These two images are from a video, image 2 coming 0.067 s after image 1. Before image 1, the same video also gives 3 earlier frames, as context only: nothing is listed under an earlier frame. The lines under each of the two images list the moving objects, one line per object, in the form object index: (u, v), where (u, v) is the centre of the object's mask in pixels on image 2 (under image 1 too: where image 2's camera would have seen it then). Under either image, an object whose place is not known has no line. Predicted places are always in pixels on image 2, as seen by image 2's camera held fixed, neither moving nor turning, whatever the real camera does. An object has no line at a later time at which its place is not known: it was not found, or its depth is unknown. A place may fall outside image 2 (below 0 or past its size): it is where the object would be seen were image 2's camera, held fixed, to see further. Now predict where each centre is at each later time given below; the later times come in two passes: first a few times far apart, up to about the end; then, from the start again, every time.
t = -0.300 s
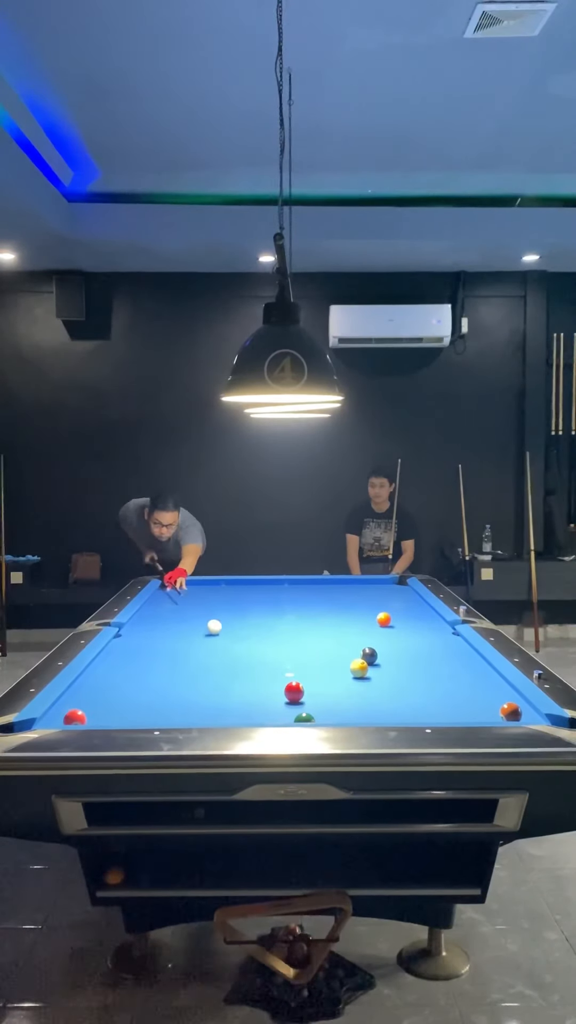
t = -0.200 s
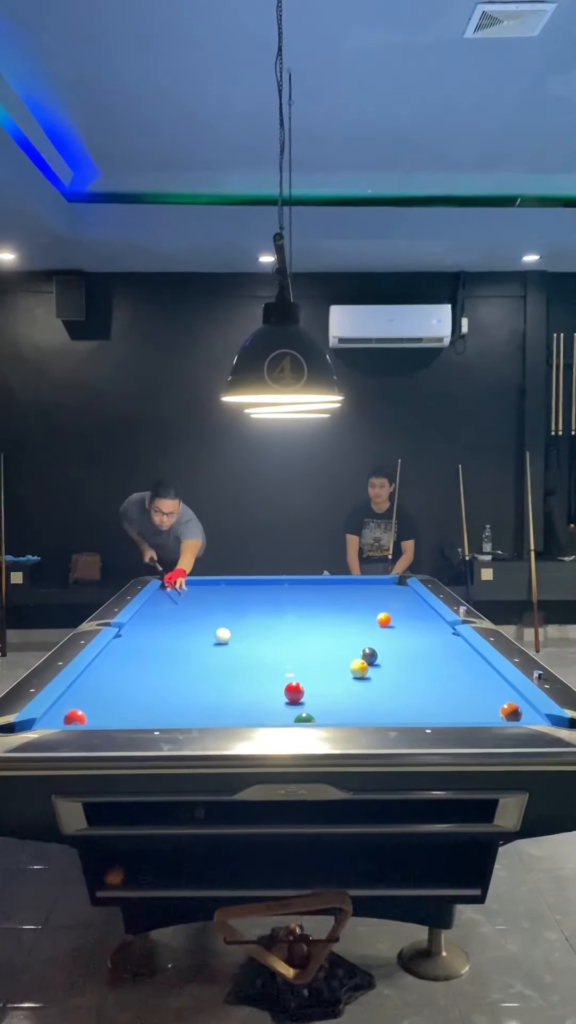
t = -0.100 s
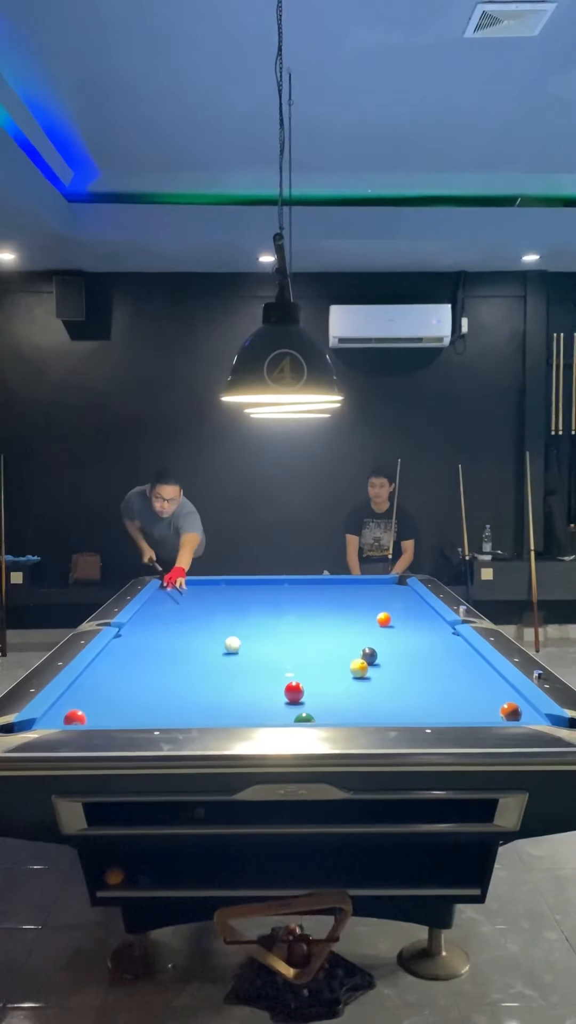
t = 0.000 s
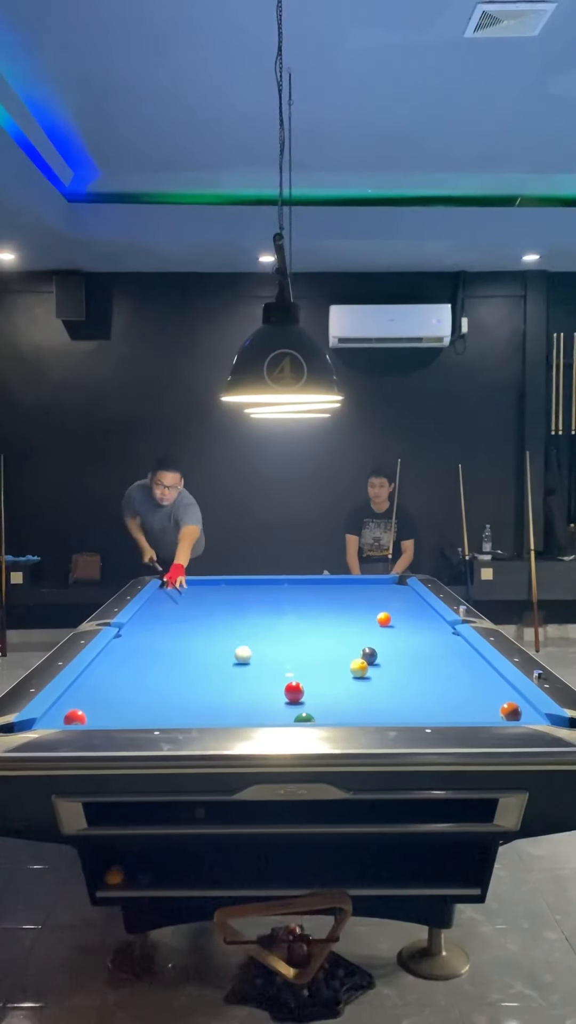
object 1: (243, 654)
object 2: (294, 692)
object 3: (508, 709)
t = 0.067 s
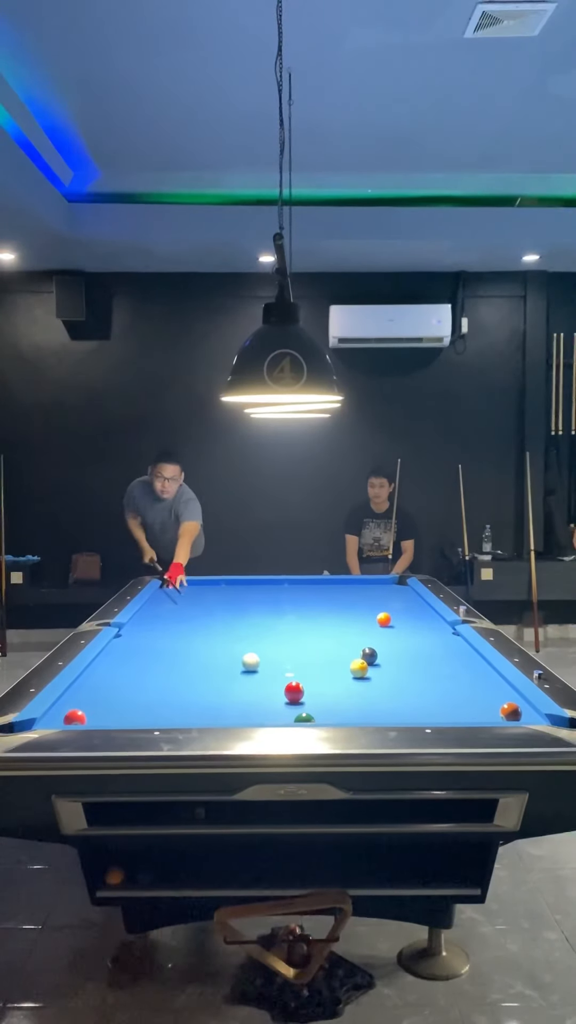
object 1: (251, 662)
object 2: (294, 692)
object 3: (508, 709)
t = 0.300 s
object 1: (277, 689)
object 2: (295, 692)
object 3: (507, 711)
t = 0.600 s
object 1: (238, 714)
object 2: (378, 711)
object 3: (507, 711)
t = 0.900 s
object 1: (214, 713)
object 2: (445, 716)
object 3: (507, 711)
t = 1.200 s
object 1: (200, 700)
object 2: (481, 711)
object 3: (507, 711)
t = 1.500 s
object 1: (188, 688)
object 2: (503, 702)
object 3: (513, 711)
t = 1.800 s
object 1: (179, 678)
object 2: (506, 695)
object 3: (518, 710)
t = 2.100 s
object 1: (171, 669)
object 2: (489, 689)
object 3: (519, 710)
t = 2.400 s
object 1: (165, 662)
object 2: (475, 684)
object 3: (518, 711)
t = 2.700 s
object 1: (160, 656)
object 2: (463, 680)
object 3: (517, 710)
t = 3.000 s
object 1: (155, 651)
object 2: (454, 678)
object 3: (518, 711)
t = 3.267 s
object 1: (152, 647)
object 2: (448, 676)
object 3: (518, 711)
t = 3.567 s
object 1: (148, 643)
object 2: (443, 674)
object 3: (518, 712)
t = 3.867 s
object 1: (146, 639)
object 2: (440, 674)
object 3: (518, 712)
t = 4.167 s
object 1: (144, 637)
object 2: (439, 674)
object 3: (518, 712)
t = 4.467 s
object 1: (143, 635)
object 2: (440, 674)
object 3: (518, 712)
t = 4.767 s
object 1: (142, 634)
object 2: (440, 674)
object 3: (518, 712)
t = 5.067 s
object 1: (142, 632)
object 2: (440, 674)
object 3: (518, 712)
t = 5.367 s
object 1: (142, 632)
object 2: (440, 674)
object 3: (518, 712)
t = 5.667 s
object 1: (142, 632)
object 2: (440, 674)
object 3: (518, 711)
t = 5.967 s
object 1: (142, 632)
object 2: (440, 674)
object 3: (517, 711)
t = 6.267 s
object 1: (142, 632)
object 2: (440, 674)
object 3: (518, 711)
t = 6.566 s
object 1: (142, 632)
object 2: (440, 674)
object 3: (518, 712)
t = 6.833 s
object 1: (142, 632)
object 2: (440, 674)
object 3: (517, 711)
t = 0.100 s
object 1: (254, 666)
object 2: (292, 692)
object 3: (507, 711)
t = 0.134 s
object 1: (259, 670)
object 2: (292, 692)
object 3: (507, 711)
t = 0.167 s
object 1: (261, 672)
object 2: (292, 692)
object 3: (507, 711)
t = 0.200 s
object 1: (265, 677)
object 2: (292, 692)
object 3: (507, 711)
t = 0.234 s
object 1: (270, 681)
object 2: (292, 692)
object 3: (507, 711)
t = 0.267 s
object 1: (275, 685)
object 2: (292, 691)
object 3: (507, 711)
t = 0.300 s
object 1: (277, 689)
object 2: (295, 692)
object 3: (507, 711)
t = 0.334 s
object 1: (271, 692)
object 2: (306, 695)
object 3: (507, 711)
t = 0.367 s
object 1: (266, 694)
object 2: (317, 697)
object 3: (507, 711)
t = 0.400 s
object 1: (261, 697)
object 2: (327, 699)
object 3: (507, 711)
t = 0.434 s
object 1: (258, 700)
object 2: (336, 701)
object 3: (507, 711)
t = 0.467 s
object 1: (254, 703)
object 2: (344, 703)
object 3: (507, 711)
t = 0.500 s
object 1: (250, 706)
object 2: (353, 706)
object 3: (507, 711)
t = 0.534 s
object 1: (246, 709)
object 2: (361, 707)
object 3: (507, 711)
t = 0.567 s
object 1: (242, 712)
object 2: (370, 709)
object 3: (507, 711)
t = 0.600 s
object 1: (238, 714)
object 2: (378, 711)
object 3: (507, 711)
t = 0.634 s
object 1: (233, 716)
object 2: (387, 712)
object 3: (507, 711)
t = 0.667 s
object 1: (229, 717)
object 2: (396, 714)
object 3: (507, 711)
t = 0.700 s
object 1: (225, 719)
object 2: (405, 714)
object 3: (507, 711)
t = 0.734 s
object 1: (222, 718)
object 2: (414, 716)
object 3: (507, 711)
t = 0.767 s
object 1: (221, 717)
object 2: (423, 717)
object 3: (507, 711)
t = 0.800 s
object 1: (219, 716)
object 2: (432, 718)
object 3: (507, 711)
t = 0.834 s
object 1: (217, 715)
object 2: (436, 717)
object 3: (507, 711)
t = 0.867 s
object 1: (215, 714)
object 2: (440, 716)
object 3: (507, 711)
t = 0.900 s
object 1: (214, 713)
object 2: (445, 716)
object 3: (507, 711)
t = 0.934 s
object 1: (212, 712)
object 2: (449, 715)
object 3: (507, 711)
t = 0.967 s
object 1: (210, 711)
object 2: (453, 715)
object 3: (507, 711)
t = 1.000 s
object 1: (208, 710)
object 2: (458, 714)
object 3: (507, 711)
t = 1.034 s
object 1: (207, 708)
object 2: (462, 714)
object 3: (507, 711)
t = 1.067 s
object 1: (206, 706)
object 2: (466, 713)
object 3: (507, 711)
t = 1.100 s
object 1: (204, 705)
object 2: (470, 713)
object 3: (507, 711)
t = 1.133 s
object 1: (203, 703)
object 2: (473, 712)
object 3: (507, 711)
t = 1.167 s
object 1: (201, 702)
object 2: (477, 711)
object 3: (507, 711)
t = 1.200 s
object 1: (200, 700)
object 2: (481, 711)
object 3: (507, 711)
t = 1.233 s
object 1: (198, 699)
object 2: (485, 710)
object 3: (507, 710)
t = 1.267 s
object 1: (197, 698)
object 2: (488, 710)
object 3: (507, 711)
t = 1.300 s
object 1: (196, 696)
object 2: (491, 709)
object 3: (508, 711)
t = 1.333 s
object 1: (194, 695)
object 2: (493, 708)
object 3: (509, 711)
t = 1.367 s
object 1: (193, 693)
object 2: (494, 706)
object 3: (510, 712)
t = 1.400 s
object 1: (192, 692)
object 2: (496, 705)
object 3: (511, 711)
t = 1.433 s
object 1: (191, 691)
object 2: (499, 704)
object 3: (512, 711)
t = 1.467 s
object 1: (190, 689)
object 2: (501, 703)
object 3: (513, 711)
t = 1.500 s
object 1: (188, 688)
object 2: (503, 702)
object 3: (513, 711)
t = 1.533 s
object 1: (187, 687)
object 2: (505, 700)
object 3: (514, 711)
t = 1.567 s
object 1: (186, 686)
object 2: (507, 699)
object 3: (514, 711)
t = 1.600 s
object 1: (185, 685)
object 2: (509, 698)
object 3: (515, 711)
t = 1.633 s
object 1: (184, 684)
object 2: (511, 697)
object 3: (516, 710)
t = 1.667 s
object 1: (183, 683)
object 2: (513, 697)
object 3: (517, 711)
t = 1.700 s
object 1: (182, 682)
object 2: (513, 696)
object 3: (517, 710)
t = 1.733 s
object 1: (181, 680)
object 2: (510, 696)
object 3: (518, 710)
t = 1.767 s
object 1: (180, 679)
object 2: (508, 696)
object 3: (518, 710)
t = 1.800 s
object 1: (179, 678)
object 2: (506, 695)
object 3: (518, 710)
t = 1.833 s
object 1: (178, 677)
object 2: (504, 694)
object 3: (518, 710)
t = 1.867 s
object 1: (177, 676)
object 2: (502, 694)
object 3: (518, 710)
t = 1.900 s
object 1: (177, 675)
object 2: (500, 693)
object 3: (519, 711)
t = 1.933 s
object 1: (175, 674)
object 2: (498, 692)
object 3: (519, 711)
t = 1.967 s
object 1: (174, 673)
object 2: (496, 692)
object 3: (519, 710)
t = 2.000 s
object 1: (173, 672)
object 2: (494, 691)
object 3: (519, 711)
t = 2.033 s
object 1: (173, 672)
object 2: (492, 691)
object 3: (519, 710)
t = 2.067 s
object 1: (172, 671)
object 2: (491, 690)
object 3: (519, 710)
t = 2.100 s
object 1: (171, 669)
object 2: (489, 689)
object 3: (519, 710)
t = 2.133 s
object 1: (170, 669)
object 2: (487, 689)
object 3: (519, 710)
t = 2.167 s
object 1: (170, 668)
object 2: (486, 688)
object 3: (519, 710)
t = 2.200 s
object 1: (169, 667)
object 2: (484, 688)
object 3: (519, 710)
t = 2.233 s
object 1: (168, 666)
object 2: (482, 687)
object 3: (519, 710)
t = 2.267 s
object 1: (168, 665)
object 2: (481, 686)
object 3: (518, 710)
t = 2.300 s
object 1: (167, 665)
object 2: (479, 686)
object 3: (518, 710)
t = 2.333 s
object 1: (166, 664)
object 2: (478, 685)
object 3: (519, 711)
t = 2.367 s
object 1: (166, 663)
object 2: (476, 685)
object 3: (518, 710)
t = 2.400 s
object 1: (165, 662)
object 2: (475, 684)
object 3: (518, 711)
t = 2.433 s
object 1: (164, 662)
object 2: (473, 684)
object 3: (518, 711)
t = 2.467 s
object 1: (164, 661)
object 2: (472, 683)
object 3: (518, 711)
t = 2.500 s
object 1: (163, 660)
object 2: (471, 683)
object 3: (518, 711)
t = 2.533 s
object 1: (163, 659)
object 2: (469, 683)
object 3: (518, 711)
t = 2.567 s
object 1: (162, 659)
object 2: (468, 682)
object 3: (518, 711)
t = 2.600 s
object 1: (161, 658)
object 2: (467, 682)
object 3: (518, 711)
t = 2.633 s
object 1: (161, 657)
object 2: (465, 681)
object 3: (517, 711)
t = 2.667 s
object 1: (160, 657)
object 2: (464, 681)
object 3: (517, 711)
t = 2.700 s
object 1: (160, 656)
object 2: (463, 680)
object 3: (517, 710)
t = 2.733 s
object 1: (159, 655)
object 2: (462, 680)
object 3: (518, 711)
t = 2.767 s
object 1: (159, 655)
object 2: (461, 680)
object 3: (518, 711)
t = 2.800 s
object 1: (158, 654)
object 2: (460, 680)
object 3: (518, 711)
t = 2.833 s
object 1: (158, 654)
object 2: (459, 679)
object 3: (518, 711)
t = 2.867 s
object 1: (157, 653)
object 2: (458, 679)
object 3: (518, 711)
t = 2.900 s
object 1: (157, 652)
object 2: (457, 679)
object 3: (518, 711)
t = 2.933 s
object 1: (156, 652)
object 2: (456, 678)
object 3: (518, 711)
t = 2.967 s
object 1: (156, 651)
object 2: (455, 678)
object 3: (518, 711)
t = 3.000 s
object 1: (155, 651)
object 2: (454, 678)
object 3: (518, 711)
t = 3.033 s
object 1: (155, 650)
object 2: (453, 677)
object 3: (518, 711)
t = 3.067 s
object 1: (155, 649)
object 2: (452, 677)
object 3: (517, 711)
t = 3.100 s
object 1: (154, 649)
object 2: (452, 677)
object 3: (518, 711)
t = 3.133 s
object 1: (153, 648)
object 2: (450, 677)
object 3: (518, 711)
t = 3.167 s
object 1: (153, 648)
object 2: (450, 677)
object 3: (518, 712)
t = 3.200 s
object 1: (153, 648)
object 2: (449, 676)
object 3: (518, 712)
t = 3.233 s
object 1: (152, 647)
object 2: (448, 676)
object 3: (518, 711)
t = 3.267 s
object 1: (152, 647)
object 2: (448, 676)
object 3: (518, 711)
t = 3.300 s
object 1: (152, 646)
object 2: (447, 676)
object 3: (518, 712)
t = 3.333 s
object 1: (151, 646)
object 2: (447, 675)
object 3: (518, 711)
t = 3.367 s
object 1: (151, 645)
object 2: (446, 675)
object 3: (518, 712)
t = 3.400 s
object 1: (151, 645)
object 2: (445, 675)
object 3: (518, 711)
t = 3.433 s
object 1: (150, 644)
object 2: (445, 675)
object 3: (518, 711)
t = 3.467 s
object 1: (150, 644)
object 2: (444, 675)
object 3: (518, 712)
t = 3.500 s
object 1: (149, 643)
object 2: (444, 675)
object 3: (518, 711)
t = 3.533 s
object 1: (149, 643)
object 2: (443, 674)
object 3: (518, 712)
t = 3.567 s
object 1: (148, 643)
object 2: (443, 674)
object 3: (518, 712)
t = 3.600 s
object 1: (148, 642)
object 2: (442, 674)
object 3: (518, 711)
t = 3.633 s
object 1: (148, 642)
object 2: (442, 674)
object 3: (518, 711)
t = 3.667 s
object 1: (148, 642)
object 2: (442, 674)
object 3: (518, 712)
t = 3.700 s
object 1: (147, 641)
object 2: (441, 674)
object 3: (518, 712)
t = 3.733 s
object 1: (147, 641)
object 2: (441, 674)
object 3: (518, 712)
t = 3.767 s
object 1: (147, 641)
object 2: (441, 674)
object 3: (518, 712)
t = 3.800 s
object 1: (146, 640)
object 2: (441, 674)
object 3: (518, 712)
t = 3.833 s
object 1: (146, 640)
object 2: (441, 674)
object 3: (518, 711)
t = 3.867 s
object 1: (146, 639)
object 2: (440, 674)
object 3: (518, 712)
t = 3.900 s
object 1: (146, 639)
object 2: (440, 674)
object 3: (518, 712)
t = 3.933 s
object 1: (145, 639)
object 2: (440, 674)
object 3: (518, 712)
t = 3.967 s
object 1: (145, 639)
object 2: (440, 674)
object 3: (518, 711)
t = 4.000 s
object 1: (145, 638)
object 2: (440, 674)
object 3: (518, 711)
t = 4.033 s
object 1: (145, 638)
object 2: (440, 674)
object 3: (518, 712)
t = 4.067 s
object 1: (144, 638)
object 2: (439, 674)
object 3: (518, 712)
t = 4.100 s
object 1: (144, 637)
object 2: (439, 674)
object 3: (518, 711)
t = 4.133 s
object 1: (144, 637)
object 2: (439, 674)
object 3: (518, 712)
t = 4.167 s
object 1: (144, 637)
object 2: (439, 674)
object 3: (518, 712)
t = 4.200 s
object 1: (144, 637)
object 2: (440, 674)
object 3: (518, 712)
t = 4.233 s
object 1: (143, 636)
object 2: (440, 674)
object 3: (518, 712)
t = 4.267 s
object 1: (143, 636)
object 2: (440, 674)
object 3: (518, 712)
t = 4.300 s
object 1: (143, 636)
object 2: (440, 674)
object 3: (518, 712)
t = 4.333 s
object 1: (143, 636)
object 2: (440, 674)
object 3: (518, 712)
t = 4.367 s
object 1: (143, 636)
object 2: (440, 674)
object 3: (518, 712)
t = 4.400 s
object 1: (143, 636)
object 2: (440, 674)
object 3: (518, 712)
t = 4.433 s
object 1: (143, 635)
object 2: (440, 674)
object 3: (518, 712)
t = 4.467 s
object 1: (143, 635)
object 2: (440, 674)
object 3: (518, 712)
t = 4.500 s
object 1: (143, 635)
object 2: (440, 674)
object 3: (518, 712)
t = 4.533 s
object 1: (143, 635)
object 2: (440, 674)
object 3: (518, 712)
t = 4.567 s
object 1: (142, 634)
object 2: (440, 674)
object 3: (518, 712)
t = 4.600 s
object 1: (142, 634)
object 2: (440, 674)
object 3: (518, 712)
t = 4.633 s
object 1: (142, 634)
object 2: (440, 674)
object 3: (518, 712)
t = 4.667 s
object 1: (142, 634)
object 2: (440, 674)
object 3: (518, 712)
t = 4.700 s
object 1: (142, 634)
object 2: (440, 674)
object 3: (518, 712)
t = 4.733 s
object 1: (142, 634)
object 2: (440, 674)
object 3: (518, 712)
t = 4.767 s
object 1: (142, 634)
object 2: (440, 674)
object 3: (518, 712)
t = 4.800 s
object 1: (142, 633)
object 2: (440, 674)
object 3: (518, 712)
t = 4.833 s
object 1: (142, 633)
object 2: (440, 674)
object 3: (518, 712)
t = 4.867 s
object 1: (142, 633)
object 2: (440, 674)
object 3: (518, 712)
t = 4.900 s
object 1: (142, 633)
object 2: (440, 674)
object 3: (518, 712)
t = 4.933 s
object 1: (142, 633)
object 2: (440, 674)
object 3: (518, 712)
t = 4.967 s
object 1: (142, 633)
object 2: (440, 674)
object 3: (518, 712)
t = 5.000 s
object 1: (142, 632)
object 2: (440, 674)
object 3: (518, 712)
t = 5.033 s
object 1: (142, 632)
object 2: (440, 674)
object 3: (518, 712)
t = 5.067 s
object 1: (142, 632)
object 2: (440, 674)
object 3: (518, 712)
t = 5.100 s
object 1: (142, 632)
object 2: (440, 674)
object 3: (518, 712)
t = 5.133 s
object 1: (142, 632)
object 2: (440, 674)
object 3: (518, 712)
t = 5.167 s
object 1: (142, 632)
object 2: (440, 674)
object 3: (518, 712)
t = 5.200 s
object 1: (142, 632)
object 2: (440, 674)
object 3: (518, 712)
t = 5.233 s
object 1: (142, 632)
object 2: (440, 674)
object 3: (518, 712)
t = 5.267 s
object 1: (142, 632)
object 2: (440, 674)
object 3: (518, 712)
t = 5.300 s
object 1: (142, 632)
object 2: (440, 674)
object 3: (518, 712)
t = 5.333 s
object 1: (142, 632)
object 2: (440, 674)
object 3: (518, 712)
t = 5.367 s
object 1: (142, 632)
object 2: (440, 674)
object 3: (518, 712)
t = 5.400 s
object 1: (142, 632)
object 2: (440, 674)
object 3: (518, 712)
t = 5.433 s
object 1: (142, 632)
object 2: (440, 674)
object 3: (518, 712)
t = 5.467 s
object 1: (142, 632)
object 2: (440, 674)
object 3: (518, 712)
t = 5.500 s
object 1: (142, 632)
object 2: (440, 674)
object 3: (518, 712)
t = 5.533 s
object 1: (142, 632)
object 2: (440, 674)
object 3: (518, 712)
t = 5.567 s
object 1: (142, 632)
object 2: (440, 674)
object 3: (517, 711)
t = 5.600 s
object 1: (142, 632)
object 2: (440, 674)
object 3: (517, 711)
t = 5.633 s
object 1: (142, 632)
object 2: (440, 674)
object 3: (517, 711)
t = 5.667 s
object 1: (142, 632)
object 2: (440, 674)
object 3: (518, 711)
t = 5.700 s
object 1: (142, 632)
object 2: (440, 674)
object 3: (517, 711)
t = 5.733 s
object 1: (142, 632)
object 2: (440, 674)
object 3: (518, 712)
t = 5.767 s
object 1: (142, 632)
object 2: (440, 674)
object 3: (517, 711)
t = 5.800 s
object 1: (142, 632)
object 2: (440, 674)
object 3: (518, 712)
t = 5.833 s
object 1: (142, 632)
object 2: (440, 674)
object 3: (518, 712)
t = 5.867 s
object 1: (142, 632)
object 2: (440, 674)
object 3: (518, 712)
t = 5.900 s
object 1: (142, 632)
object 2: (440, 674)
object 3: (517, 711)
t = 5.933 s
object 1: (142, 632)
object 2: (440, 674)
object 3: (518, 712)
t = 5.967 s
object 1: (142, 632)
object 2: (440, 674)
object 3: (517, 711)
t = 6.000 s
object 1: (142, 632)
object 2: (440, 674)
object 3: (518, 712)
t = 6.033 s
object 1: (142, 632)
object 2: (440, 674)
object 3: (517, 711)
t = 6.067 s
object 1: (142, 632)
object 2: (440, 674)
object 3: (518, 711)
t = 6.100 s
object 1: (142, 632)
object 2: (440, 674)
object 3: (518, 712)
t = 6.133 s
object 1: (142, 632)
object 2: (440, 674)
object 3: (517, 711)
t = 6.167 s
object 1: (142, 632)
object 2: (440, 674)
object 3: (518, 711)
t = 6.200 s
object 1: (142, 632)
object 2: (440, 674)
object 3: (518, 711)
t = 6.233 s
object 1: (142, 632)
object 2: (440, 674)
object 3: (518, 712)
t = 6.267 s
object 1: (142, 632)
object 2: (440, 674)
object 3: (518, 711)
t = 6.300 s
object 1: (142, 632)
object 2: (440, 674)
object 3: (518, 712)
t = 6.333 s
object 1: (142, 632)
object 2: (440, 674)
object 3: (518, 711)
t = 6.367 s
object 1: (142, 632)
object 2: (440, 674)
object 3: (518, 712)
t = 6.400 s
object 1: (142, 632)
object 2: (440, 674)
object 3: (518, 712)
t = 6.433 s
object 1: (142, 632)
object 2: (440, 674)
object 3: (518, 711)
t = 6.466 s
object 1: (142, 632)
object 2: (440, 674)
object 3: (518, 711)
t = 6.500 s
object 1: (142, 632)
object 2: (440, 674)
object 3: (518, 711)
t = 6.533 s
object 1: (142, 632)
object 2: (440, 674)
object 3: (518, 711)
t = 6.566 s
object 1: (142, 632)
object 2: (440, 674)
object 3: (518, 712)
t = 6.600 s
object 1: (142, 632)
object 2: (440, 674)
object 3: (518, 711)
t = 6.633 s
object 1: (142, 632)
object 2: (440, 674)
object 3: (518, 712)
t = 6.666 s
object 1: (142, 632)
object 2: (440, 674)
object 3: (518, 711)
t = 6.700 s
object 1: (142, 632)
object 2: (440, 674)
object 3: (518, 712)
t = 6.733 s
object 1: (142, 632)
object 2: (440, 674)
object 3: (518, 711)
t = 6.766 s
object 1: (142, 632)
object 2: (440, 674)
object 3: (518, 711)
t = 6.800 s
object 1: (142, 632)
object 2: (440, 674)
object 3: (518, 711)
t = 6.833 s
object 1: (142, 632)
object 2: (440, 674)
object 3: (517, 711)
